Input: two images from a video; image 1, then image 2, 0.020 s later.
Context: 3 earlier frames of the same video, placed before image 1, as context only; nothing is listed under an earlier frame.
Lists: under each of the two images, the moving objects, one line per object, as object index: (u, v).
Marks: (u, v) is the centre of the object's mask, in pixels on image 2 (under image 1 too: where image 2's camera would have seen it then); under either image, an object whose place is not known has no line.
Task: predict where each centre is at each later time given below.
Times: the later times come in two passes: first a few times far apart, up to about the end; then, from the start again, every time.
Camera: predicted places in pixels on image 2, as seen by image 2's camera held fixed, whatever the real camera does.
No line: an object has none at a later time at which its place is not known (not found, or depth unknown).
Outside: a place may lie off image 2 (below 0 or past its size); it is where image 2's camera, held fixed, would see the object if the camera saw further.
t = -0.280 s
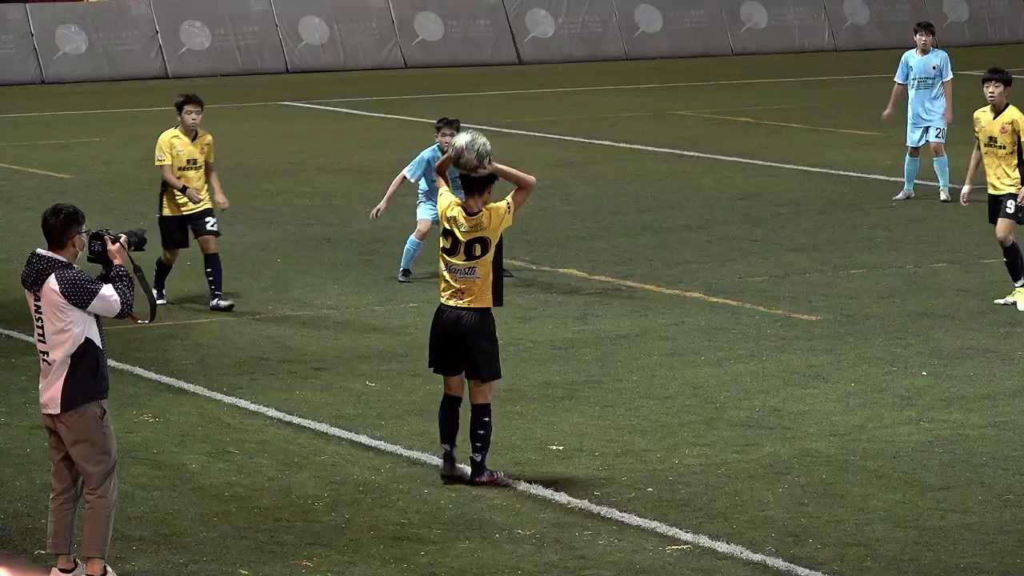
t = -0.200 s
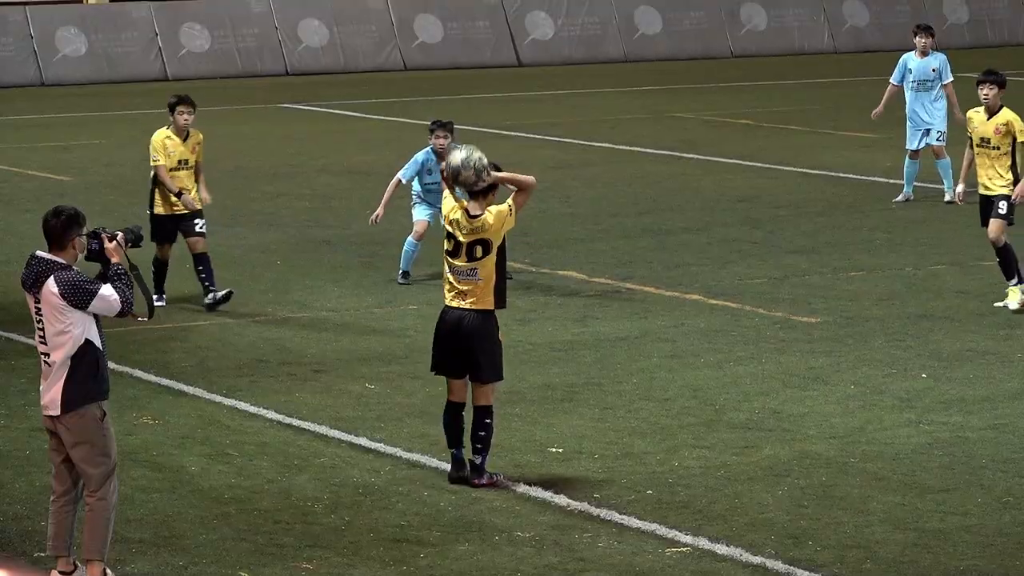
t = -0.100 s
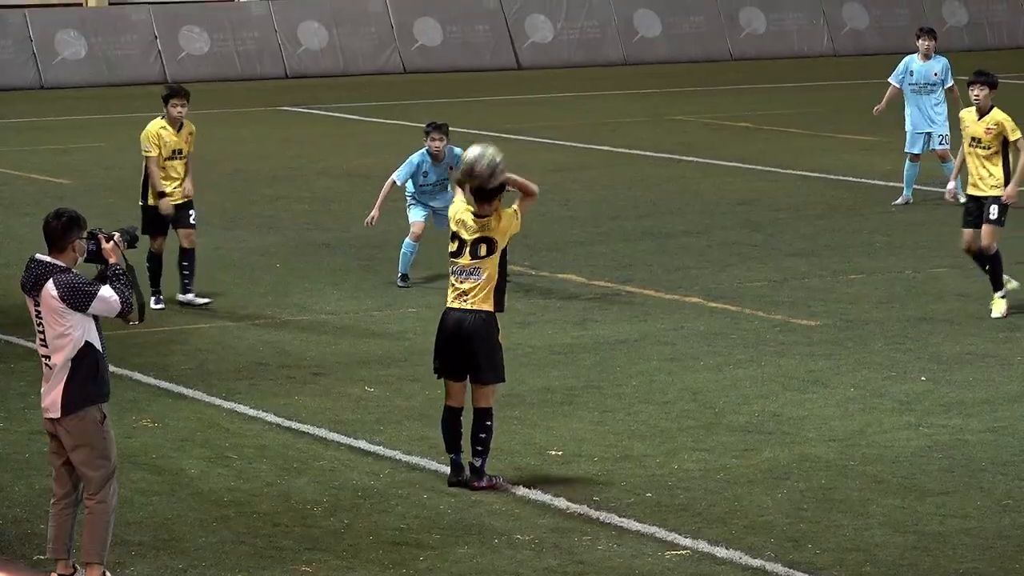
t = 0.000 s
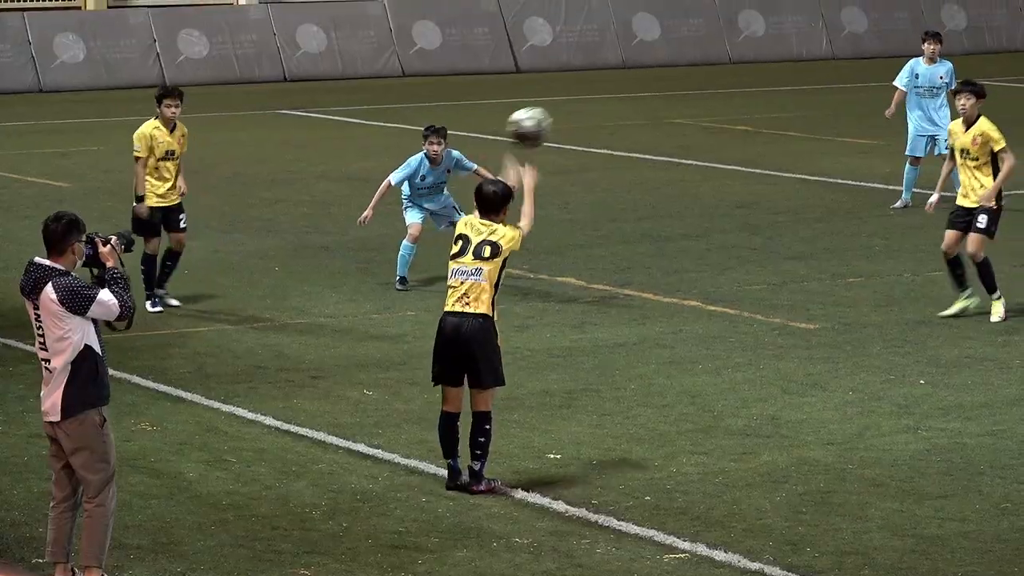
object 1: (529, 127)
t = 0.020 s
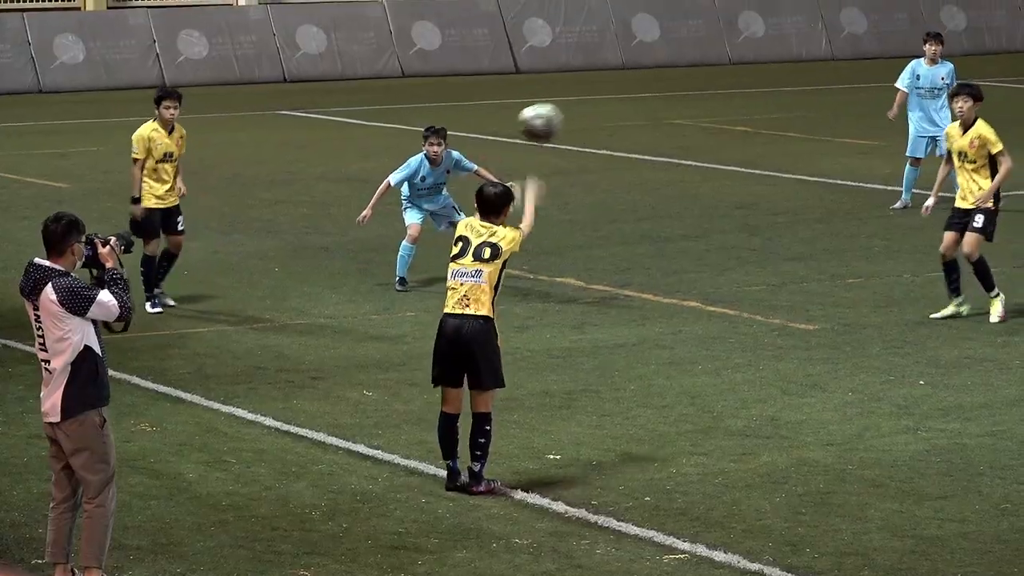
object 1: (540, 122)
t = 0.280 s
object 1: (672, 116)
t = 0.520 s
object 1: (770, 199)
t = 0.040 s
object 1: (551, 118)
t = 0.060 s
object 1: (563, 114)
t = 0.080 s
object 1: (573, 111)
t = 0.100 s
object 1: (584, 109)
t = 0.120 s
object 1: (595, 106)
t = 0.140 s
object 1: (605, 105)
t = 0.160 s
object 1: (615, 105)
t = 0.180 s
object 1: (626, 105)
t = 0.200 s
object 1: (635, 106)
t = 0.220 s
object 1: (645, 108)
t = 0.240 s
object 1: (654, 110)
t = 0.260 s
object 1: (663, 113)
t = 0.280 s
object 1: (672, 116)
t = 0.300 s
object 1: (681, 120)
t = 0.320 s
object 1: (690, 124)
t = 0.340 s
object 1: (699, 129)
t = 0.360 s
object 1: (707, 135)
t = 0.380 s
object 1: (715, 141)
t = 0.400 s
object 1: (723, 147)
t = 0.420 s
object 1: (730, 154)
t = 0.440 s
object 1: (739, 162)
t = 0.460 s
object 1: (747, 170)
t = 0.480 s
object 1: (755, 180)
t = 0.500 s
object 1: (762, 190)
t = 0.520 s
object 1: (770, 199)
